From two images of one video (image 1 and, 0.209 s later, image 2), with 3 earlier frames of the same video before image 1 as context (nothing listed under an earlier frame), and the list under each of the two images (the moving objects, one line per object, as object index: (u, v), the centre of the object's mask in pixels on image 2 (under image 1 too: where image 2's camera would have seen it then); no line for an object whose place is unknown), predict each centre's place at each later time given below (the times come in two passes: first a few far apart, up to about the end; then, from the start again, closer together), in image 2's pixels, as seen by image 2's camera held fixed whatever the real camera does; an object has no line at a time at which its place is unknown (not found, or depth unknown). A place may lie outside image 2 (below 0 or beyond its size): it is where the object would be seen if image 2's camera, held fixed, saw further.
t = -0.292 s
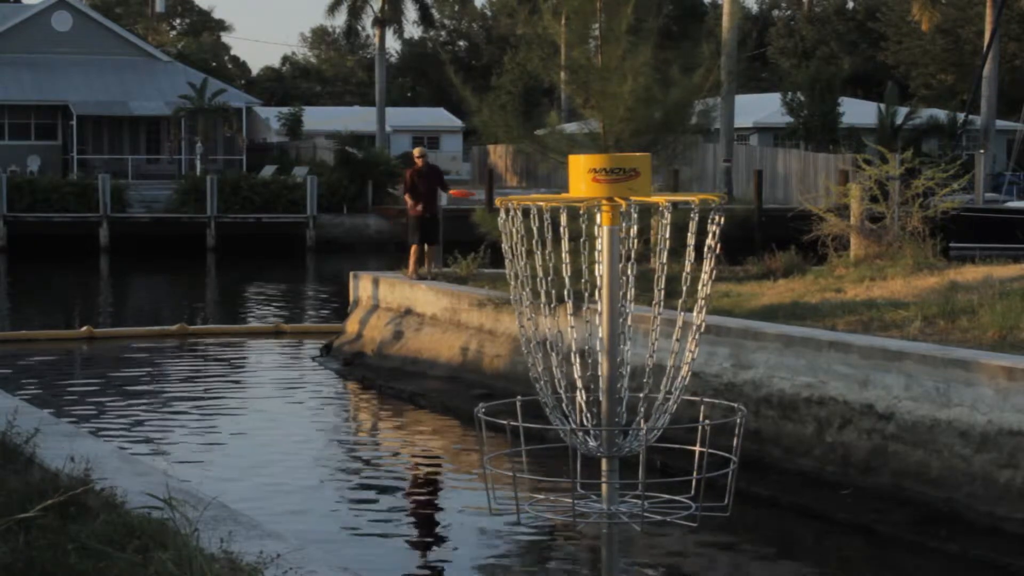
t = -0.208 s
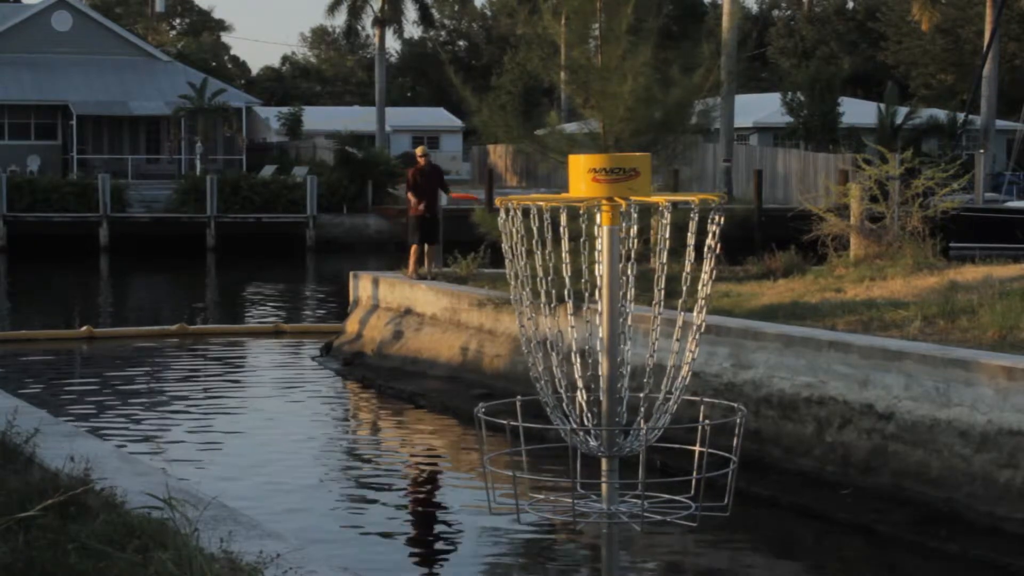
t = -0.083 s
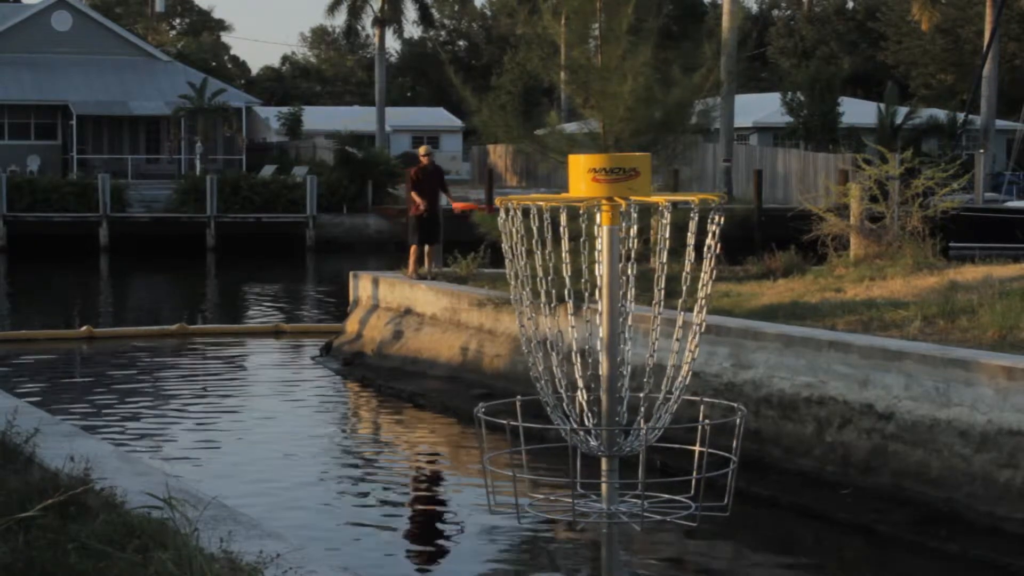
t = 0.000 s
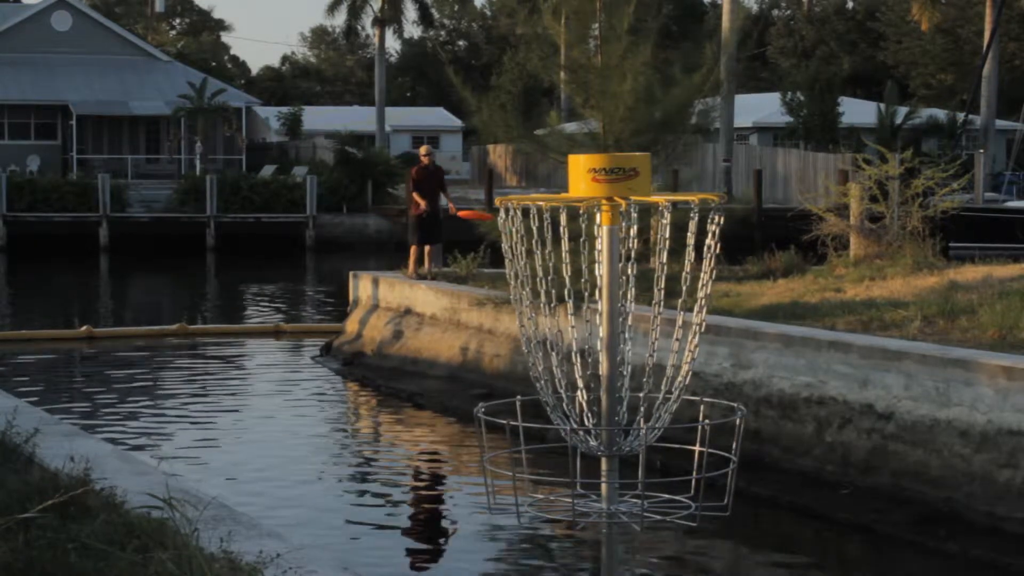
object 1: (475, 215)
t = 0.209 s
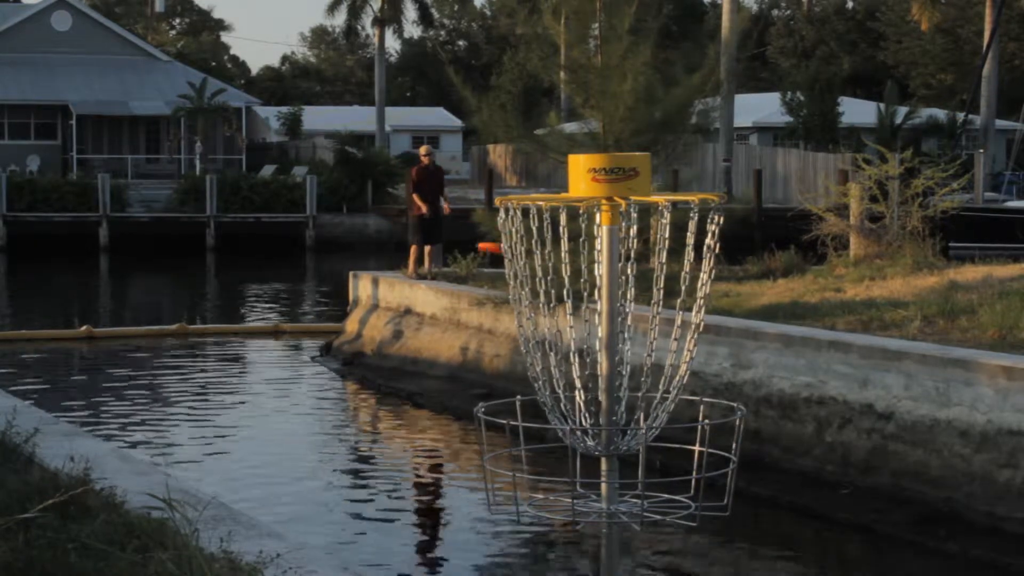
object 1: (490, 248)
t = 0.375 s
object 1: (544, 294)
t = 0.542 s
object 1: (643, 376)
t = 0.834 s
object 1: (669, 470)
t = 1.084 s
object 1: (681, 485)
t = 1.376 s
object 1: (674, 488)
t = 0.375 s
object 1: (544, 294)
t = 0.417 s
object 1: (556, 306)
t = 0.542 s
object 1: (643, 376)
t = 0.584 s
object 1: (666, 397)
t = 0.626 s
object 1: (722, 431)
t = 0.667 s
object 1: (700, 422)
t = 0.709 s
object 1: (671, 426)
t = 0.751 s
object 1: (663, 444)
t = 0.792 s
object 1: (668, 470)
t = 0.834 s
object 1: (669, 470)
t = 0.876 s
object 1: (669, 470)
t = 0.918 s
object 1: (669, 472)
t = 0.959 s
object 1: (671, 475)
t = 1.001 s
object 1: (675, 478)
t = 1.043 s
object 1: (680, 483)
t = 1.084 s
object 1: (681, 485)
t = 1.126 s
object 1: (679, 484)
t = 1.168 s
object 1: (678, 485)
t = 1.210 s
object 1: (677, 487)
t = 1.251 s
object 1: (677, 488)
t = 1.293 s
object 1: (675, 487)
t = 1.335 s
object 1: (674, 488)
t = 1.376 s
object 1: (674, 488)
